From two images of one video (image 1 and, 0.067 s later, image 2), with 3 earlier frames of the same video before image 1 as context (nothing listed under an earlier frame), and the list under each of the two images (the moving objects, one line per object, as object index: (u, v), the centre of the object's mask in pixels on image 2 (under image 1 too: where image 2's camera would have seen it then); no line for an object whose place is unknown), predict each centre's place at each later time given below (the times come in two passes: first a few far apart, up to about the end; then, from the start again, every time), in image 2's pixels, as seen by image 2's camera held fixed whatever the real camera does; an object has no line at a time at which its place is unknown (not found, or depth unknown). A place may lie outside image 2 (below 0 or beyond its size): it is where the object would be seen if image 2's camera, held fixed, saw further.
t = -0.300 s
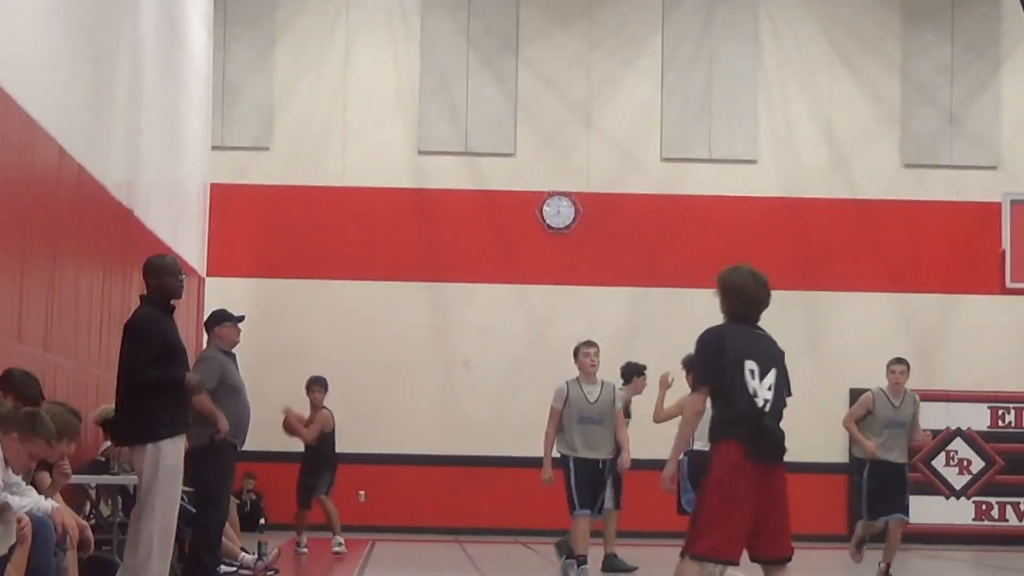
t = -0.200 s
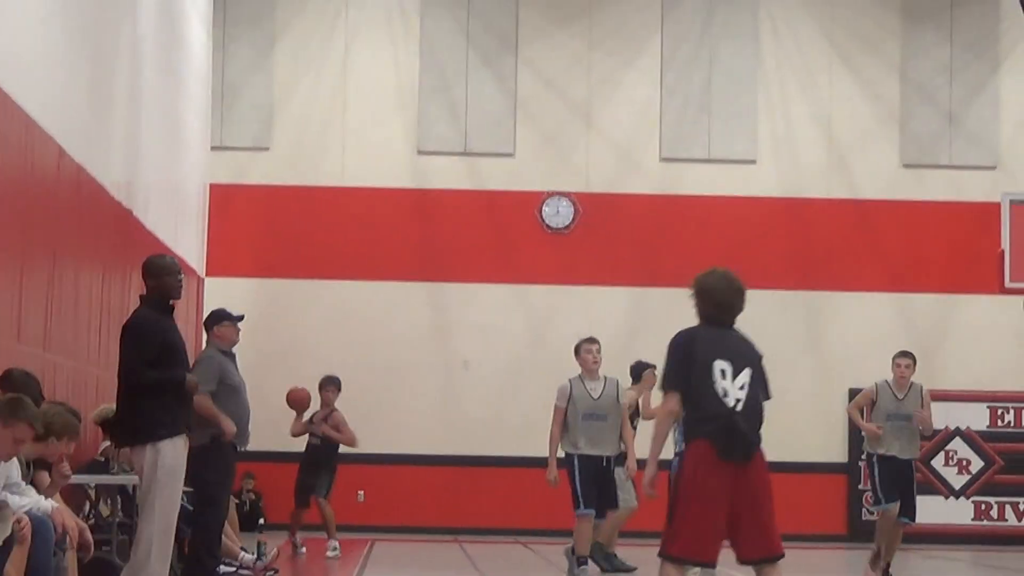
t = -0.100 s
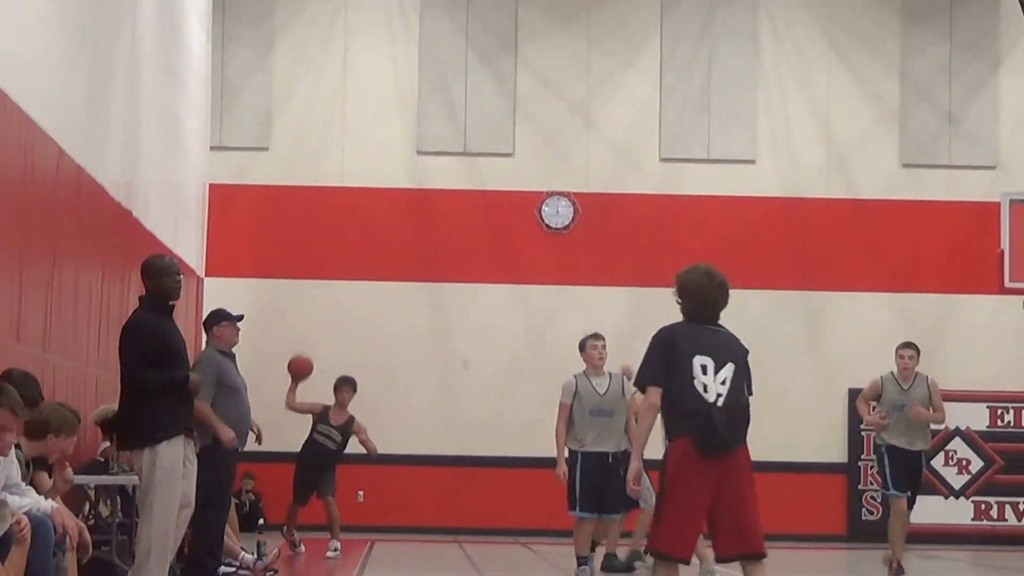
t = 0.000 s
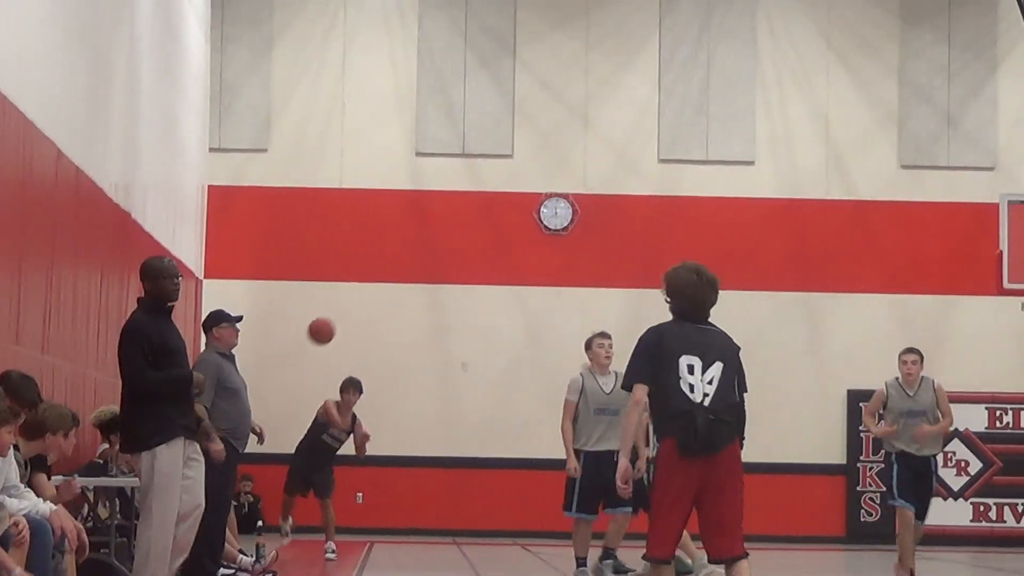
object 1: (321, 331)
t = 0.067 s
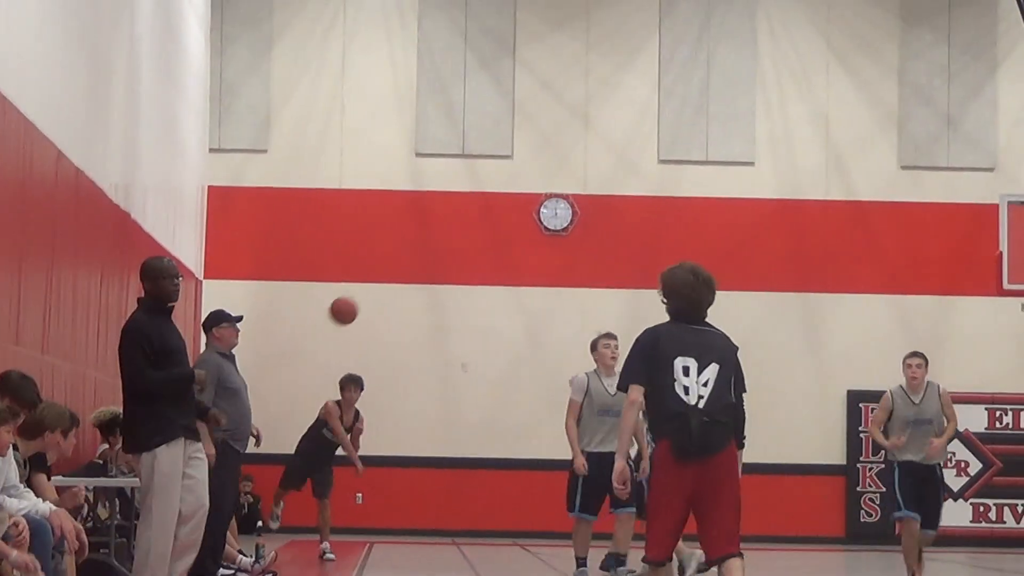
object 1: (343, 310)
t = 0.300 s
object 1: (446, 256)
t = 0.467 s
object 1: (548, 244)
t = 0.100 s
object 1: (356, 300)
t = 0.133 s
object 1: (369, 292)
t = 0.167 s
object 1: (383, 284)
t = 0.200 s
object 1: (397, 276)
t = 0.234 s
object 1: (413, 268)
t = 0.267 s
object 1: (428, 262)
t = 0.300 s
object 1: (446, 256)
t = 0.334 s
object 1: (463, 252)
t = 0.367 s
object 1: (483, 248)
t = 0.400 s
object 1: (504, 245)
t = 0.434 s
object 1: (524, 244)
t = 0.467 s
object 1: (548, 244)
